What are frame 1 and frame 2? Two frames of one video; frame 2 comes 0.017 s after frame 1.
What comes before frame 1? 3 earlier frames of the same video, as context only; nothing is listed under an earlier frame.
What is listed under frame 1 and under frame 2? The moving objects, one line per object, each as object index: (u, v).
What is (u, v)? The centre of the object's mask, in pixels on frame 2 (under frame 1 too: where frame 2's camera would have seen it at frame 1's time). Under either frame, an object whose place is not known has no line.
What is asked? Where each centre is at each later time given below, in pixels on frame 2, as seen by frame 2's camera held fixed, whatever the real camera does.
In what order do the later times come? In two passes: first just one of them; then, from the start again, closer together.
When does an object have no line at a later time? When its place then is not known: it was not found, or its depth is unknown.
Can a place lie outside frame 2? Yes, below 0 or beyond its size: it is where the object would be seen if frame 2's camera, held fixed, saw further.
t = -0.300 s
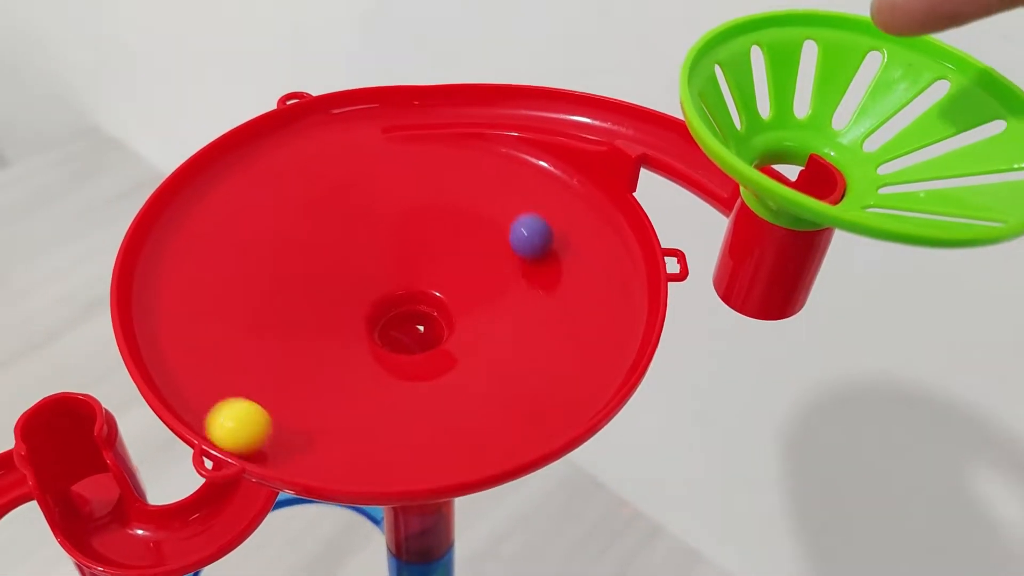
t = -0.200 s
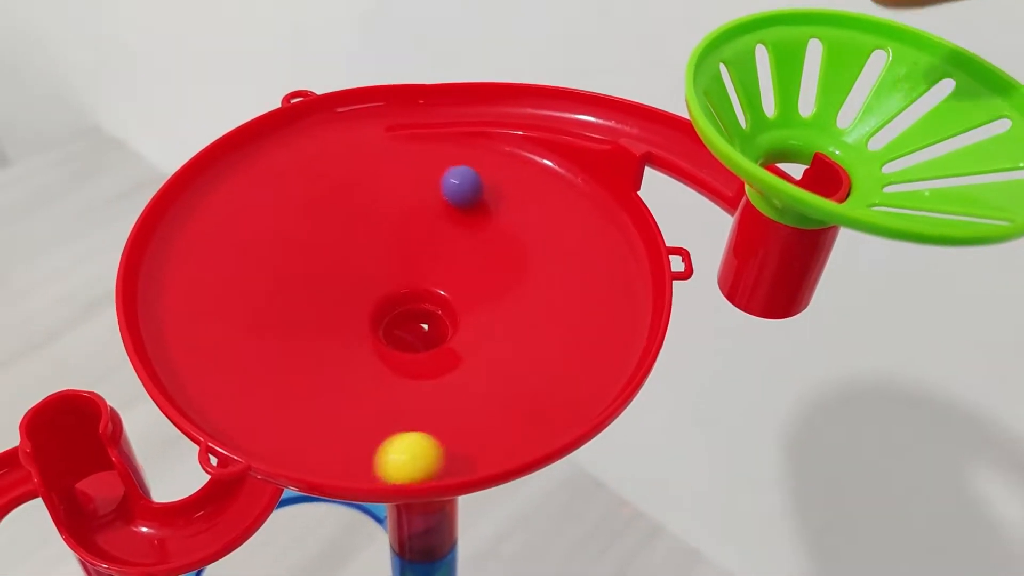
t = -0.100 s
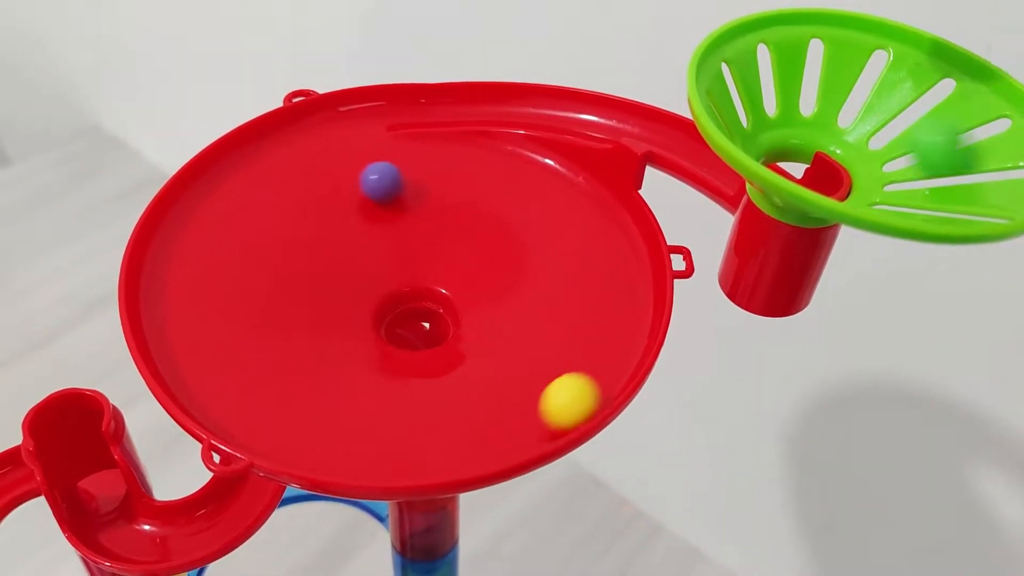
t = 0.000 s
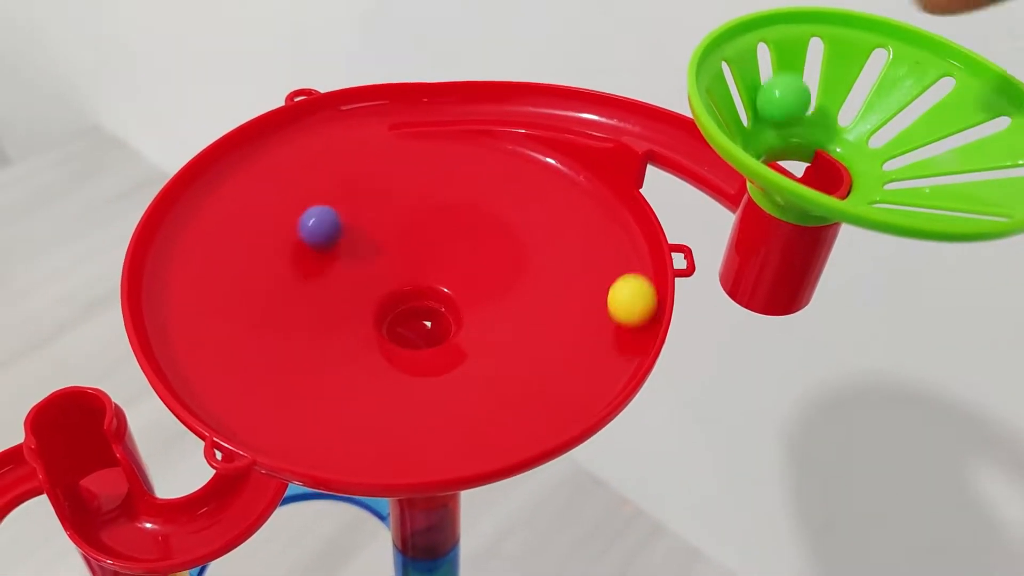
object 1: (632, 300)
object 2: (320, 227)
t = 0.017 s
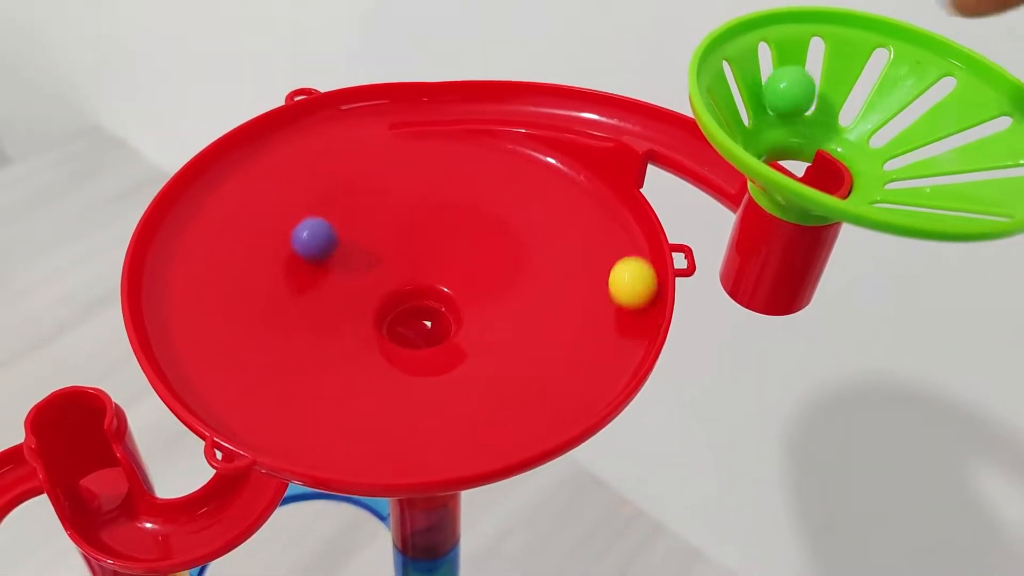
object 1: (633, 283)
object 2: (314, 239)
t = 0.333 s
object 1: (401, 151)
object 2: (535, 394)
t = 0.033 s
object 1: (632, 266)
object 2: (309, 252)
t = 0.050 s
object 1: (629, 250)
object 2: (307, 266)
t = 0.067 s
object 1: (624, 234)
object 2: (307, 281)
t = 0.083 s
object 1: (619, 219)
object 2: (309, 295)
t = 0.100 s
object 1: (611, 207)
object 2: (313, 310)
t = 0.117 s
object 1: (600, 196)
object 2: (321, 324)
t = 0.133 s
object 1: (587, 187)
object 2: (331, 338)
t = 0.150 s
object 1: (575, 179)
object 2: (343, 351)
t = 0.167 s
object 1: (561, 171)
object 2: (357, 361)
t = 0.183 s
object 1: (546, 165)
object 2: (374, 371)
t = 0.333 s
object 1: (401, 151)
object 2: (535, 394)
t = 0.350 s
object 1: (386, 154)
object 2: (550, 392)
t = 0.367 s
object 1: (370, 159)
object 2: (564, 388)
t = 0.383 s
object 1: (355, 165)
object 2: (577, 383)
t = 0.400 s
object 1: (340, 171)
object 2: (587, 377)
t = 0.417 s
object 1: (326, 180)
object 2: (596, 371)
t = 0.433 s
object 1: (312, 189)
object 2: (604, 365)
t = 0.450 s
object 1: (301, 198)
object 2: (611, 358)
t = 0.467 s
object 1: (289, 210)
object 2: (617, 352)
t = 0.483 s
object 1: (280, 223)
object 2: (621, 344)
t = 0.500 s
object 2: (623, 338)
